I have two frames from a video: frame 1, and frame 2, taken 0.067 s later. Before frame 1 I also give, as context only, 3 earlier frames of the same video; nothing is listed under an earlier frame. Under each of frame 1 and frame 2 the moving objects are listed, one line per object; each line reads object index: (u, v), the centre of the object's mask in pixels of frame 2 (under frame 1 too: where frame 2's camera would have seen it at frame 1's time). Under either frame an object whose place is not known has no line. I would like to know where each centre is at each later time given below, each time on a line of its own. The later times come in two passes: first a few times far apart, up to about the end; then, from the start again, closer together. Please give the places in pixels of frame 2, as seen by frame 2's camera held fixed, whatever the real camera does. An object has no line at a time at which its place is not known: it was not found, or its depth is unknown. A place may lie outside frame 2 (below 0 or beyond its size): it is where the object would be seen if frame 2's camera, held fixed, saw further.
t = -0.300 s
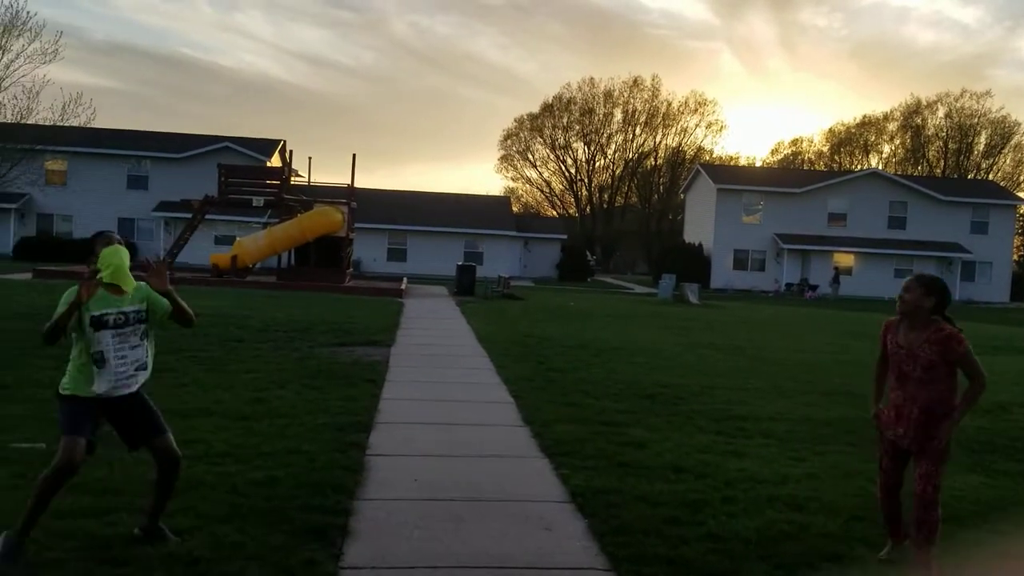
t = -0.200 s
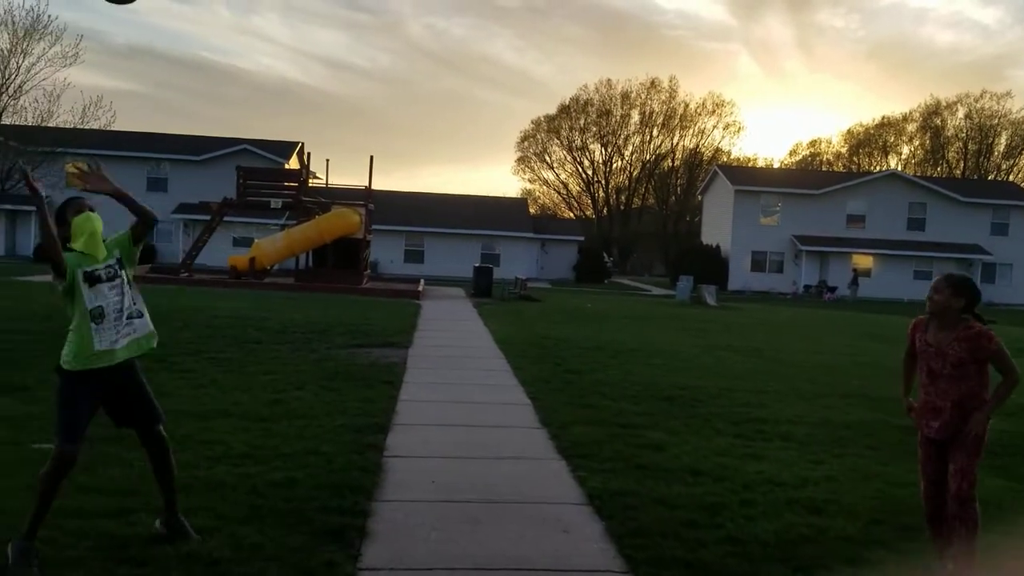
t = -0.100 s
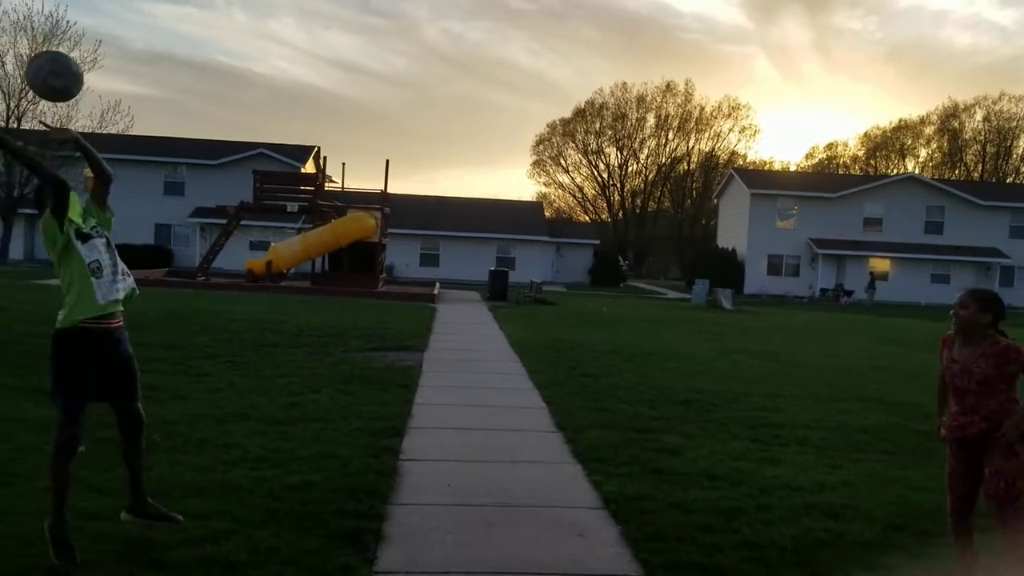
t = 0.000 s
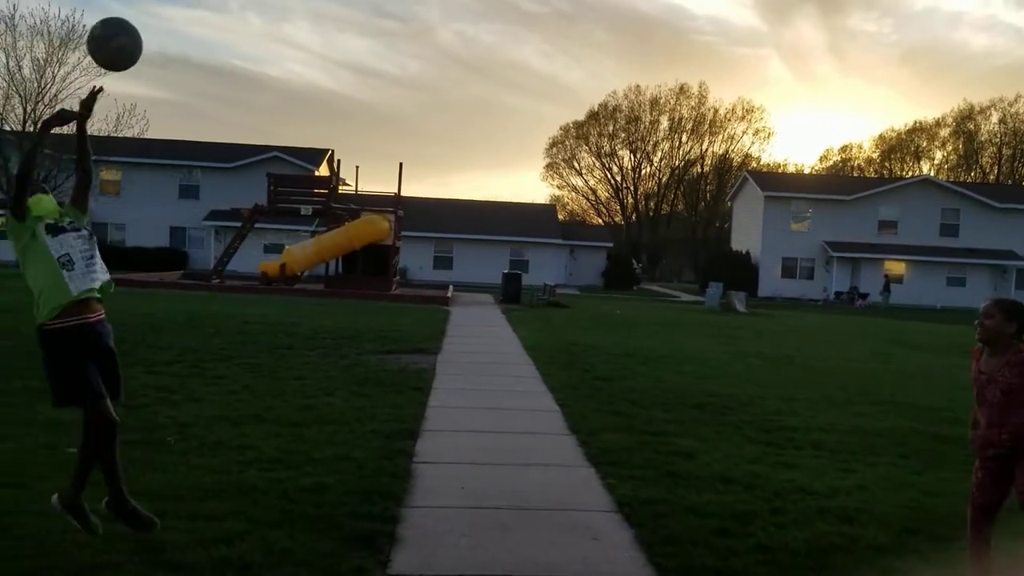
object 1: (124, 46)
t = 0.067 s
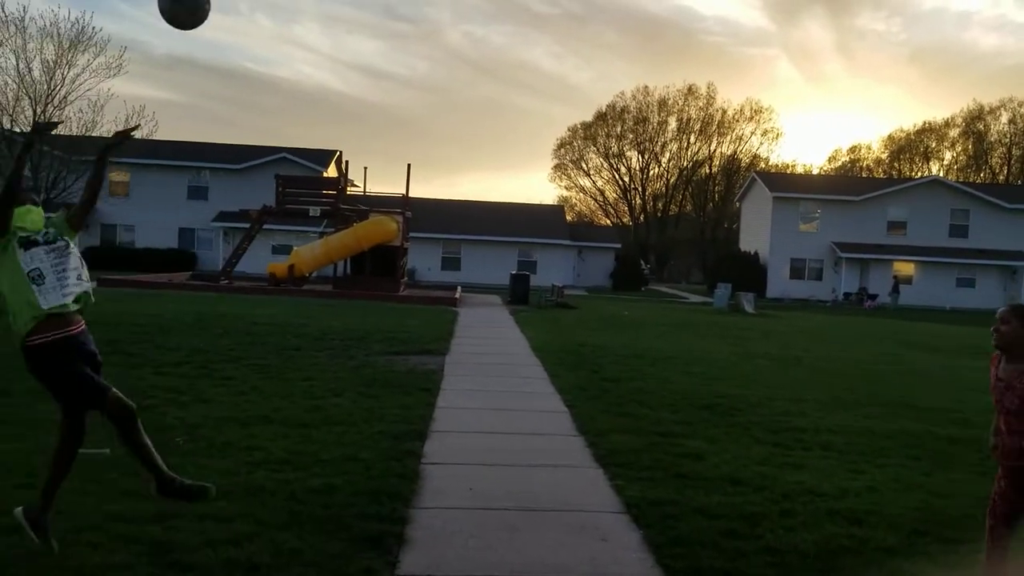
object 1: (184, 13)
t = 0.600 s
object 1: (526, 43)
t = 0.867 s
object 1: (628, 228)
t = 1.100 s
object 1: (694, 442)
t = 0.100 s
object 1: (213, 4)
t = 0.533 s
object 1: (494, 10)
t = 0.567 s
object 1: (511, 26)
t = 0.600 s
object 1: (526, 43)
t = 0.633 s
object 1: (541, 62)
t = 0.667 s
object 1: (554, 82)
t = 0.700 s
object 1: (568, 104)
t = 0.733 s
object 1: (581, 126)
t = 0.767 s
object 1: (593, 150)
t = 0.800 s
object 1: (605, 175)
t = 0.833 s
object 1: (617, 201)
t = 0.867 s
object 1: (628, 228)
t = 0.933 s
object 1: (648, 283)
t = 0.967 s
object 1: (658, 313)
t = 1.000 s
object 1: (667, 345)
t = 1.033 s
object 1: (677, 377)
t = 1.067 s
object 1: (685, 409)
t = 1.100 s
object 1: (694, 442)
